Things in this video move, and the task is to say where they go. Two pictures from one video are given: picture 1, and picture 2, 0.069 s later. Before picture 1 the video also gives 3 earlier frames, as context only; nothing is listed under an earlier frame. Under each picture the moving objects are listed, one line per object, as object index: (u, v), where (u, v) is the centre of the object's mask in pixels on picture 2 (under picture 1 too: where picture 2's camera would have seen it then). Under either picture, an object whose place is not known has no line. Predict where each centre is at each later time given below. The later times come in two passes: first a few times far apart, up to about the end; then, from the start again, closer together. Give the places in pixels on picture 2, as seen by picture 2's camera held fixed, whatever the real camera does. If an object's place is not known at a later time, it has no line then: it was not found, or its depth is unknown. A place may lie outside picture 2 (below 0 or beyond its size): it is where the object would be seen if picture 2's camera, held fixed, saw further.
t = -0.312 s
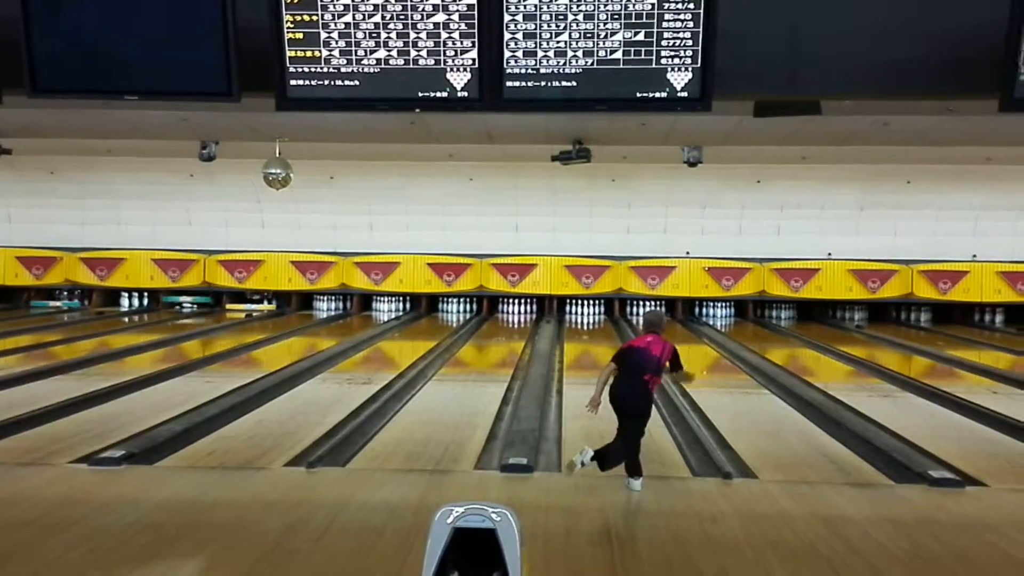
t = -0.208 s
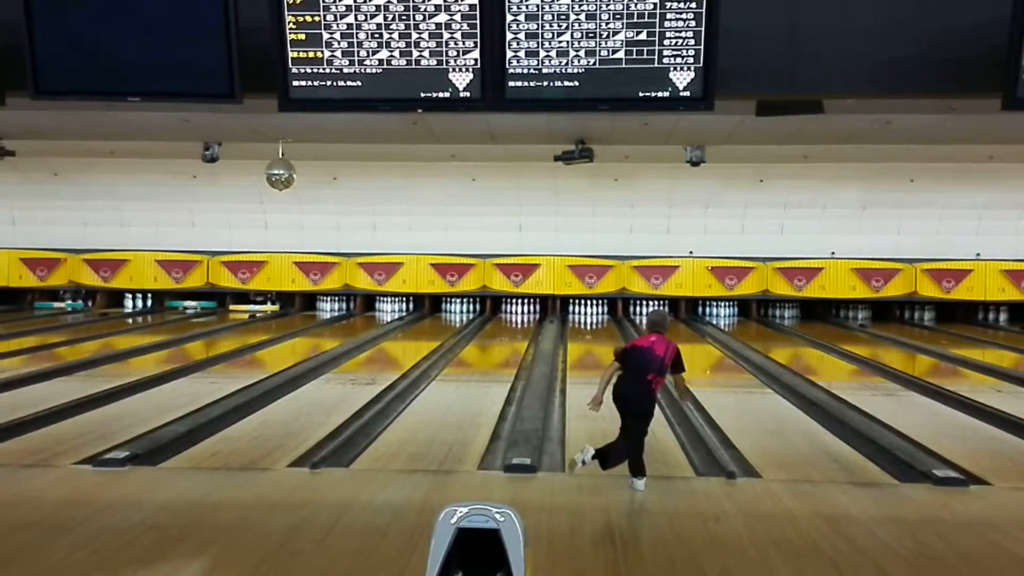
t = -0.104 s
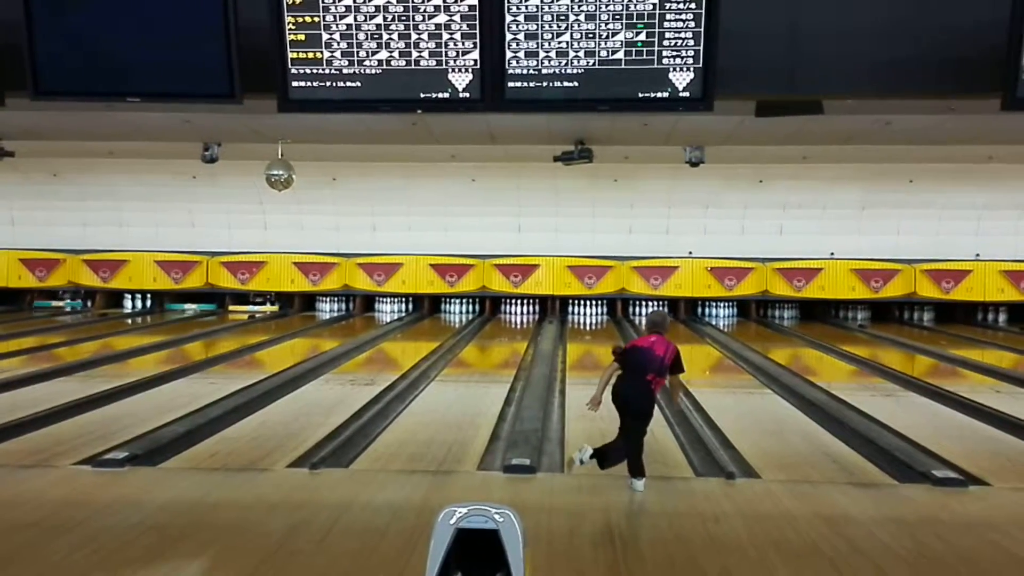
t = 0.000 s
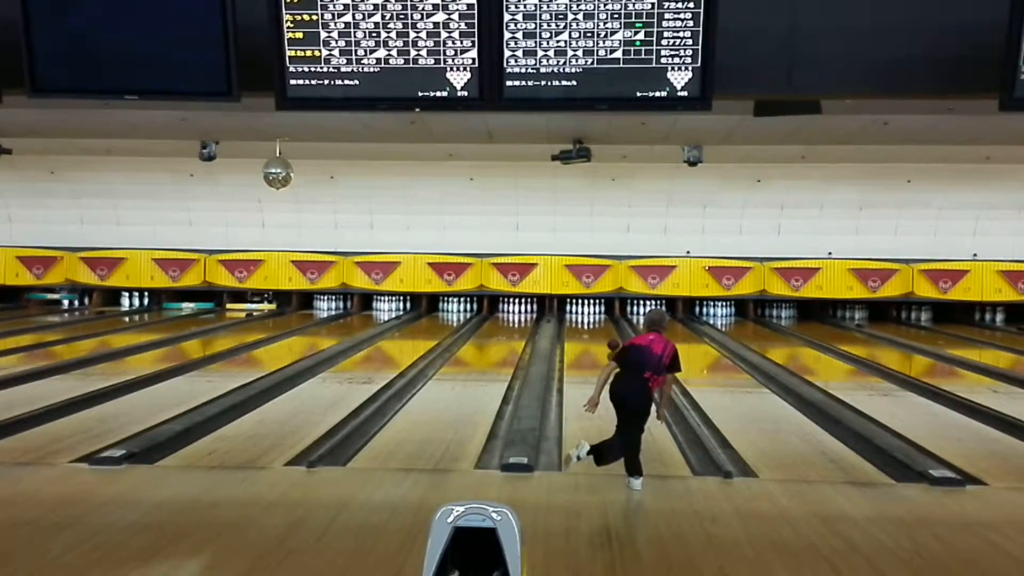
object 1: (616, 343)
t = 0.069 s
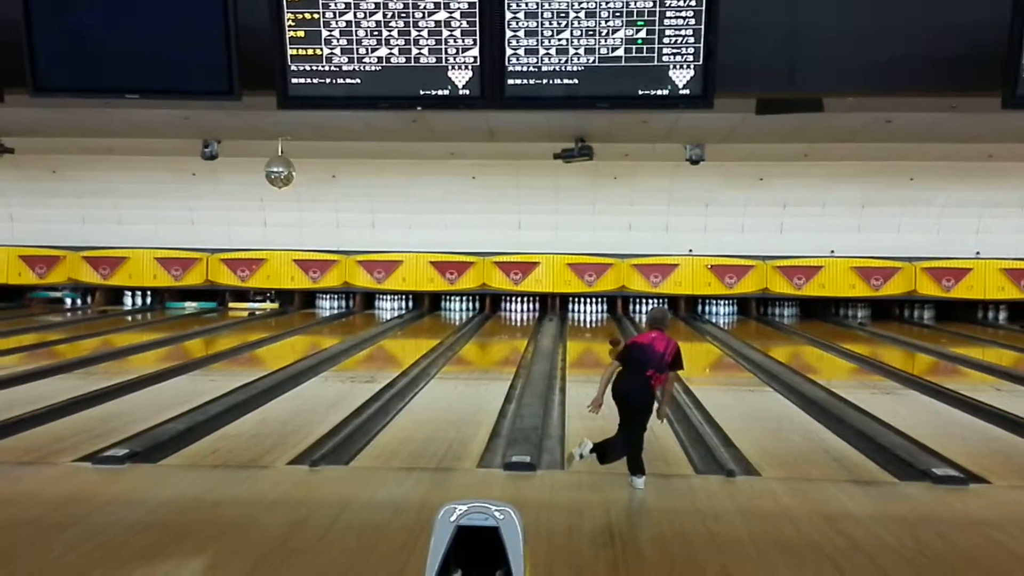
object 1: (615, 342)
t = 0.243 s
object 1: (612, 336)
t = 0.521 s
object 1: (608, 327)
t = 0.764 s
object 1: (604, 321)
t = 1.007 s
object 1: (600, 316)
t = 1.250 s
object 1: (594, 312)
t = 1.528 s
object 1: (593, 309)
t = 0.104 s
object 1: (614, 341)
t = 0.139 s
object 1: (613, 340)
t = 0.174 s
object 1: (613, 339)
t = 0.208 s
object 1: (613, 337)
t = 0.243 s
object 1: (612, 336)
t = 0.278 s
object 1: (612, 335)
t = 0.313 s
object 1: (611, 333)
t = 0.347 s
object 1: (610, 332)
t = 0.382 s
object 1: (609, 331)
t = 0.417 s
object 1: (609, 330)
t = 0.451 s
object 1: (609, 329)
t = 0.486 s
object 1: (608, 327)
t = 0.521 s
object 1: (608, 327)
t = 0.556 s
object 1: (607, 326)
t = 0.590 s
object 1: (607, 325)
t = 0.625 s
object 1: (606, 324)
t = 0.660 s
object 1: (606, 323)
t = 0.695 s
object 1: (604, 322)
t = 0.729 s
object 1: (604, 322)
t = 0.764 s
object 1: (604, 321)
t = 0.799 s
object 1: (604, 320)
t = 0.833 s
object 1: (602, 319)
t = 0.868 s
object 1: (602, 318)
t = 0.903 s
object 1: (601, 318)
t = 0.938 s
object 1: (601, 317)
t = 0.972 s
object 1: (600, 317)
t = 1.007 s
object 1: (600, 316)
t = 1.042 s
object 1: (599, 316)
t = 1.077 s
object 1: (598, 315)
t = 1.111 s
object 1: (597, 314)
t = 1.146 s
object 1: (597, 313)
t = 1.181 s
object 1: (596, 313)
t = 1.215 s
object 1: (595, 312)
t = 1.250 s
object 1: (594, 312)
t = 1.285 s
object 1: (594, 311)
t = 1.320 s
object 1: (594, 310)
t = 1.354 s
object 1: (593, 310)
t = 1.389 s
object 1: (592, 310)
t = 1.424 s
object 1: (592, 310)
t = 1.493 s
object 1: (592, 310)
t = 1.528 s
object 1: (593, 309)
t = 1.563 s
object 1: (592, 309)
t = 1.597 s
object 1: (593, 309)
